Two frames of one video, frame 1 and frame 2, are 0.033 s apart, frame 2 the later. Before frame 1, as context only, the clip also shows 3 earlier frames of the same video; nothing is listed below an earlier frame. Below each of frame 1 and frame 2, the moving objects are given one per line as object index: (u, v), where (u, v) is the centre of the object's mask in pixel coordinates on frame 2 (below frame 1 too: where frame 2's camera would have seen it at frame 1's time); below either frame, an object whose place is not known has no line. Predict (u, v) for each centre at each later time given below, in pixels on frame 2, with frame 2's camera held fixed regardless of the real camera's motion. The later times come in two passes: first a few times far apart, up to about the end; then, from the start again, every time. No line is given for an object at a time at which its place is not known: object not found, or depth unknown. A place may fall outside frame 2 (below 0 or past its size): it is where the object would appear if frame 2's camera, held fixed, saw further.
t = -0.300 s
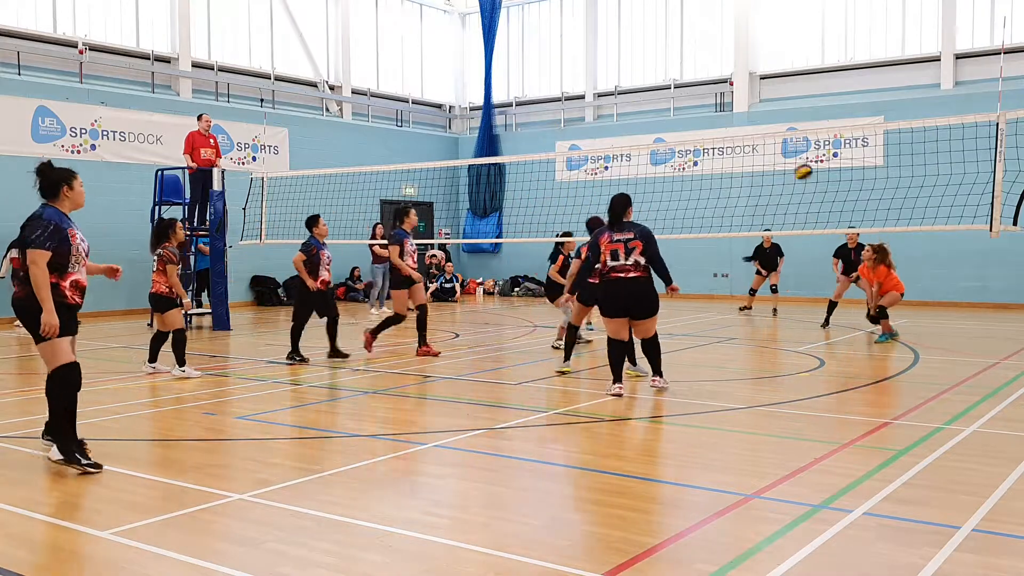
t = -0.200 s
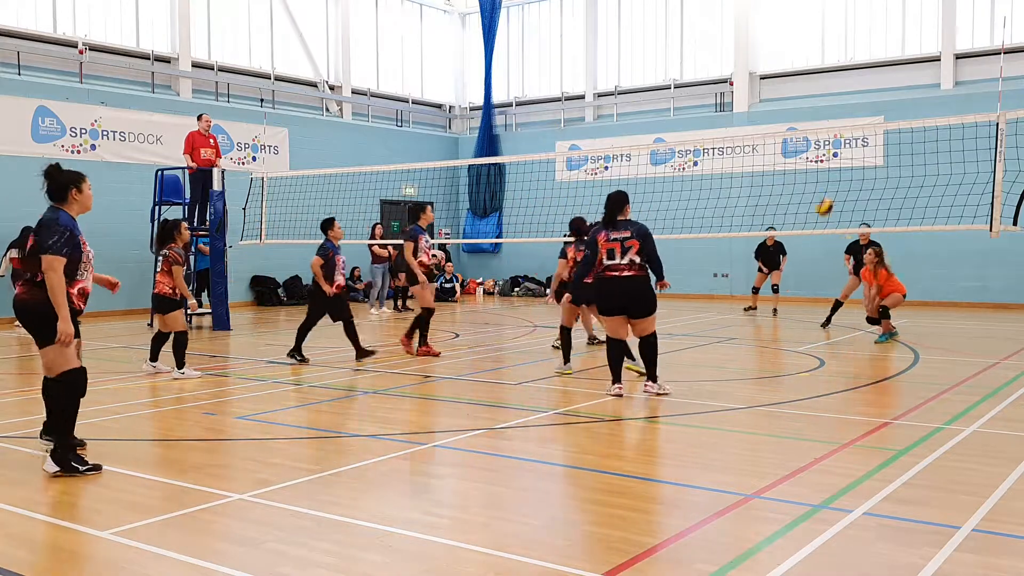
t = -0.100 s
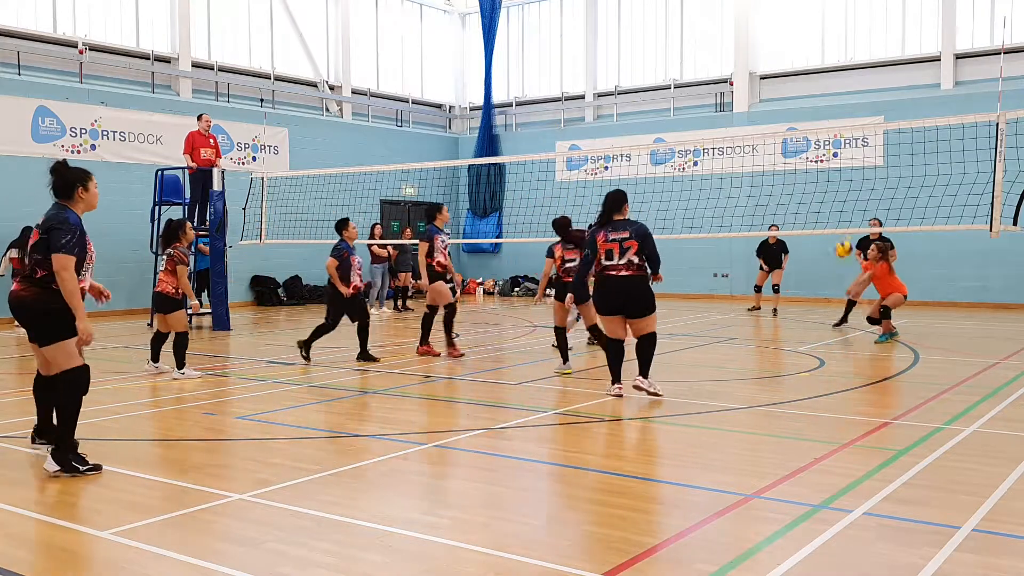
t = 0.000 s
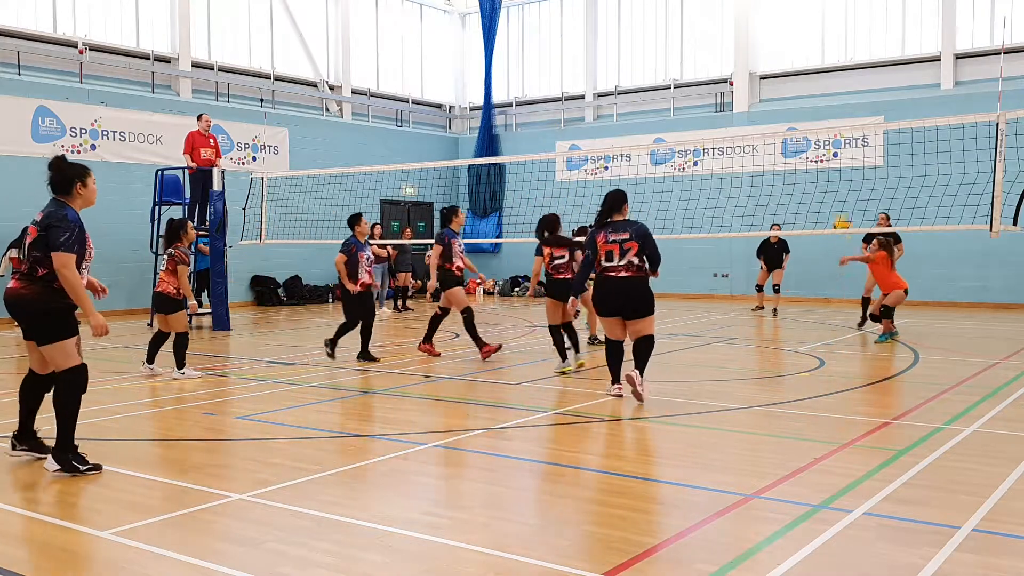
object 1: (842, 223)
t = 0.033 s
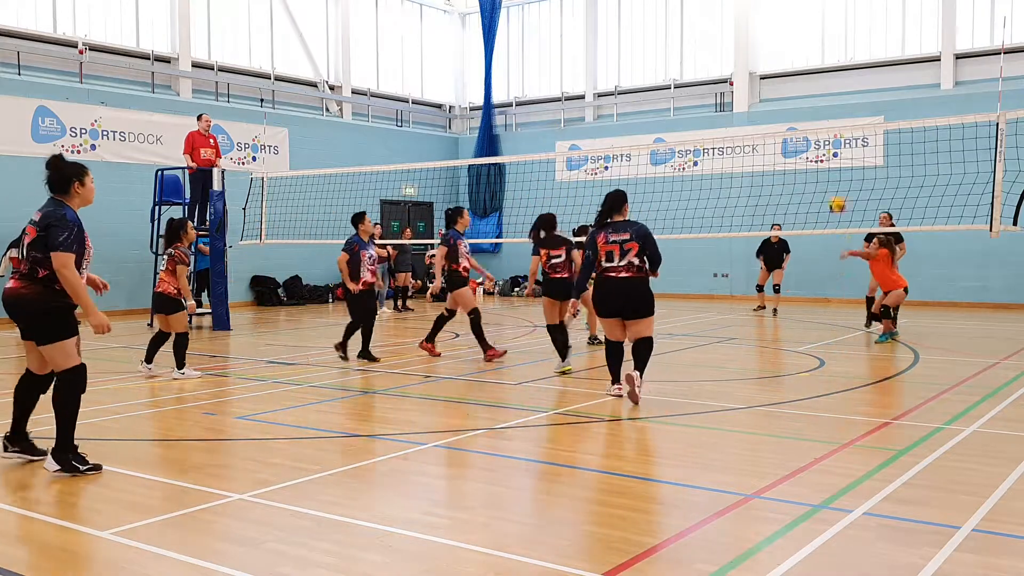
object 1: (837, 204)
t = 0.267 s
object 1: (807, 91)
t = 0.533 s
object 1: (773, 19)
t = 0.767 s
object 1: (743, 7)
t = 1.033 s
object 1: (710, 46)
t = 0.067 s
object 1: (833, 186)
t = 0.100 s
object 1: (828, 168)
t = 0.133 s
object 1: (824, 150)
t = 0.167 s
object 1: (819, 138)
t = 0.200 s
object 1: (815, 118)
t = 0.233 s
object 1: (811, 103)
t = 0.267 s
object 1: (807, 91)
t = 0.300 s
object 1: (802, 78)
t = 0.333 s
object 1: (798, 67)
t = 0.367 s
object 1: (794, 57)
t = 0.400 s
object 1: (790, 47)
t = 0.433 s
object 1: (786, 39)
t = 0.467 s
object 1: (782, 31)
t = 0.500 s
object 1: (777, 24)
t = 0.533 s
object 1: (773, 19)
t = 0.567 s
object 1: (769, 14)
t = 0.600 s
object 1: (764, 10)
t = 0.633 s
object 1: (760, 8)
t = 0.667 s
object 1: (756, 7)
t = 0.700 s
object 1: (752, 6)
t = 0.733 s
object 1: (748, 6)
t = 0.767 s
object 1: (743, 7)
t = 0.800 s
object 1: (740, 8)
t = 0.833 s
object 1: (736, 10)
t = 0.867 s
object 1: (731, 13)
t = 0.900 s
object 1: (727, 18)
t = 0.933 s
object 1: (722, 24)
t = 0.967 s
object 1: (718, 30)
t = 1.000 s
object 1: (714, 37)
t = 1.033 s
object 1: (710, 46)
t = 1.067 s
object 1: (706, 55)
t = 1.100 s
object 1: (702, 64)
